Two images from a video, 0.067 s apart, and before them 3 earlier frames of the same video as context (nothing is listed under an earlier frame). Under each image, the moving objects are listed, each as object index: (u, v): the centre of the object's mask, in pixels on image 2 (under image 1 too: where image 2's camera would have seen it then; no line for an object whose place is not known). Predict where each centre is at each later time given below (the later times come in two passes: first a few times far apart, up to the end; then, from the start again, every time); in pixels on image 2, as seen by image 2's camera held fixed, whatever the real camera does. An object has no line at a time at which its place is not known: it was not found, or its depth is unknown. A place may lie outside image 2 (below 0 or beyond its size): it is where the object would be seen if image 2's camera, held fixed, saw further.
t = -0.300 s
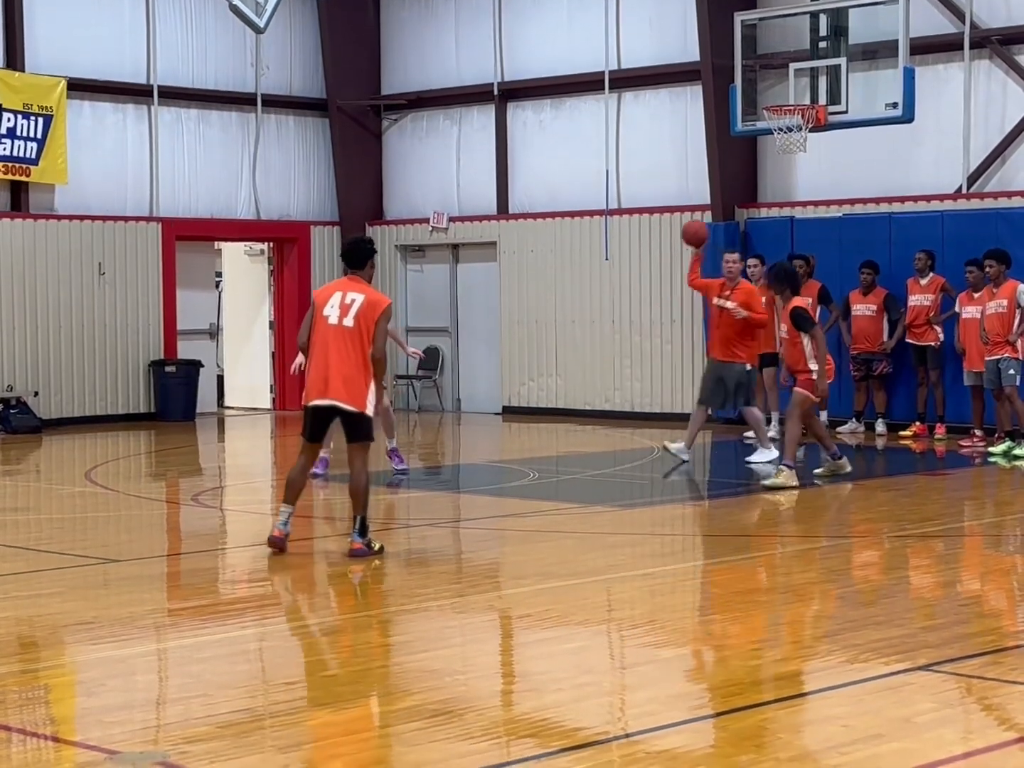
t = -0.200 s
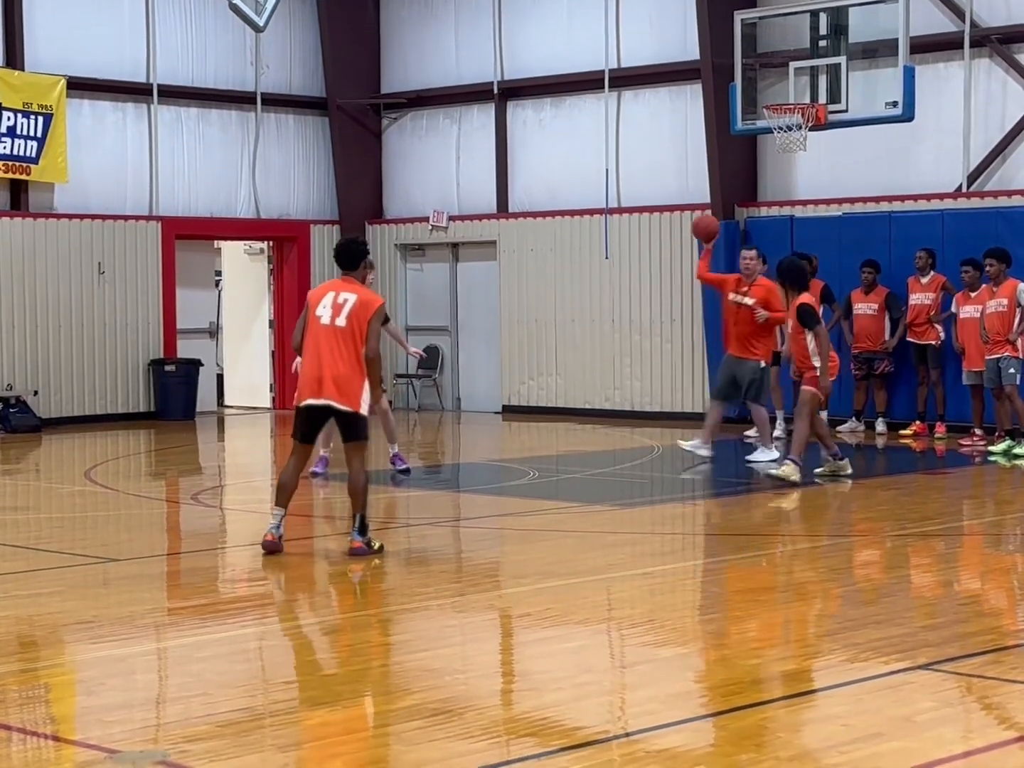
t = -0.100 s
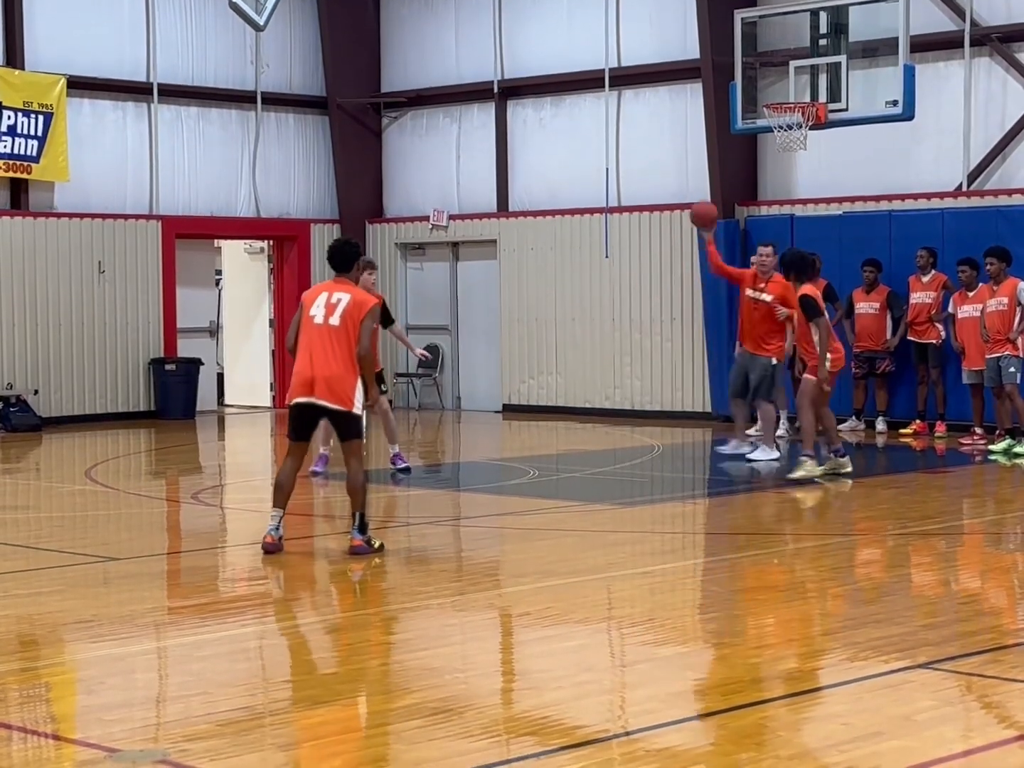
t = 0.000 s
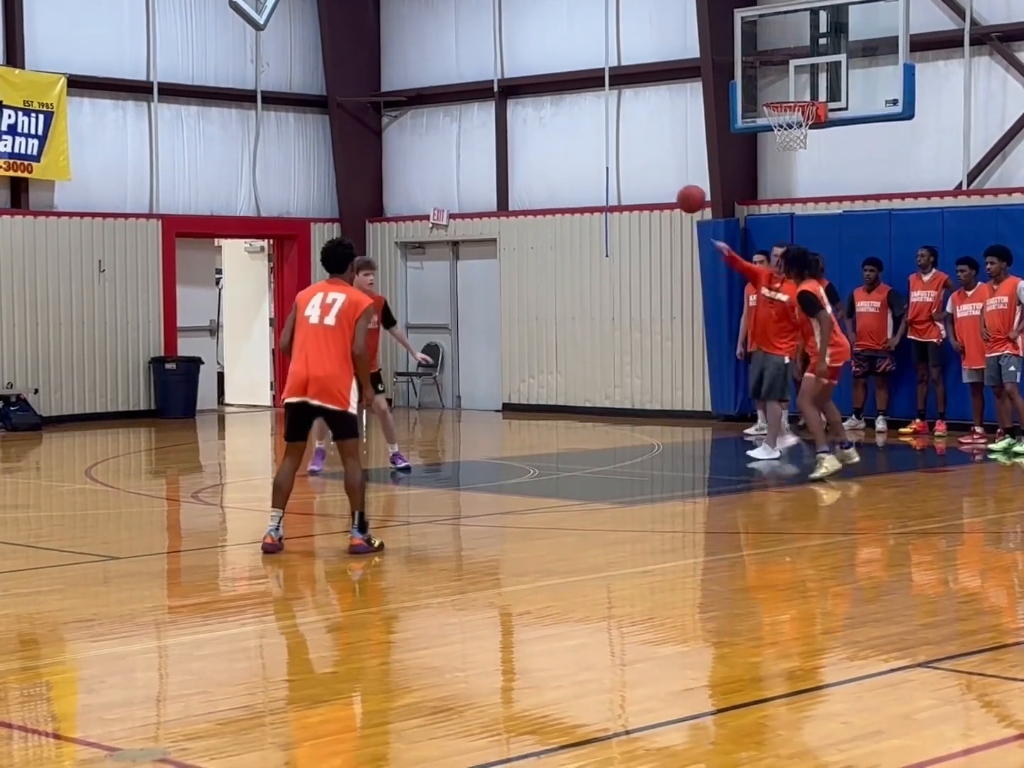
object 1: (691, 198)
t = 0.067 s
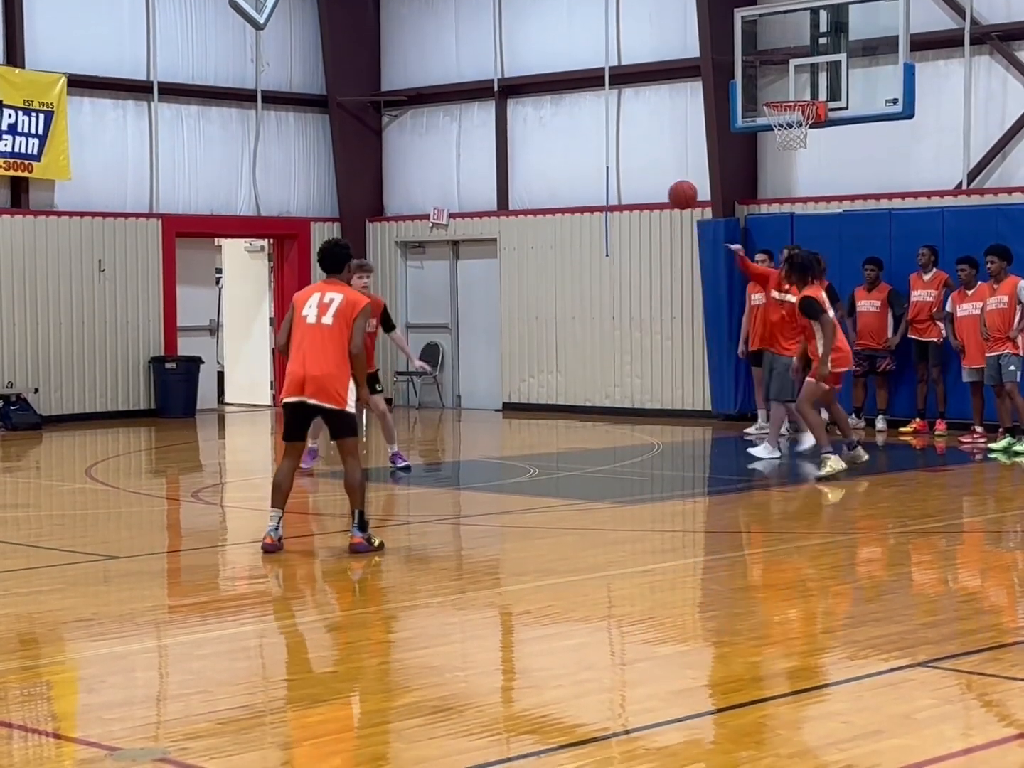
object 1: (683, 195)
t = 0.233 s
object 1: (660, 211)
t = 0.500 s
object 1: (620, 321)
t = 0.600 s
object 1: (605, 393)
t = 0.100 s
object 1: (678, 195)
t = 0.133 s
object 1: (674, 197)
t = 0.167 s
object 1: (670, 200)
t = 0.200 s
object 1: (665, 204)
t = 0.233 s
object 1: (660, 211)
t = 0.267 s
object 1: (655, 219)
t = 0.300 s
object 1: (650, 228)
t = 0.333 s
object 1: (646, 239)
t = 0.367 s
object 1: (641, 251)
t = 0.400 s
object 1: (635, 267)
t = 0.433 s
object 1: (630, 282)
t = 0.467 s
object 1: (625, 301)
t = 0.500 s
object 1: (620, 321)
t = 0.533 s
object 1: (615, 344)
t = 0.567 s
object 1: (609, 368)
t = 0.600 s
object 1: (605, 393)
